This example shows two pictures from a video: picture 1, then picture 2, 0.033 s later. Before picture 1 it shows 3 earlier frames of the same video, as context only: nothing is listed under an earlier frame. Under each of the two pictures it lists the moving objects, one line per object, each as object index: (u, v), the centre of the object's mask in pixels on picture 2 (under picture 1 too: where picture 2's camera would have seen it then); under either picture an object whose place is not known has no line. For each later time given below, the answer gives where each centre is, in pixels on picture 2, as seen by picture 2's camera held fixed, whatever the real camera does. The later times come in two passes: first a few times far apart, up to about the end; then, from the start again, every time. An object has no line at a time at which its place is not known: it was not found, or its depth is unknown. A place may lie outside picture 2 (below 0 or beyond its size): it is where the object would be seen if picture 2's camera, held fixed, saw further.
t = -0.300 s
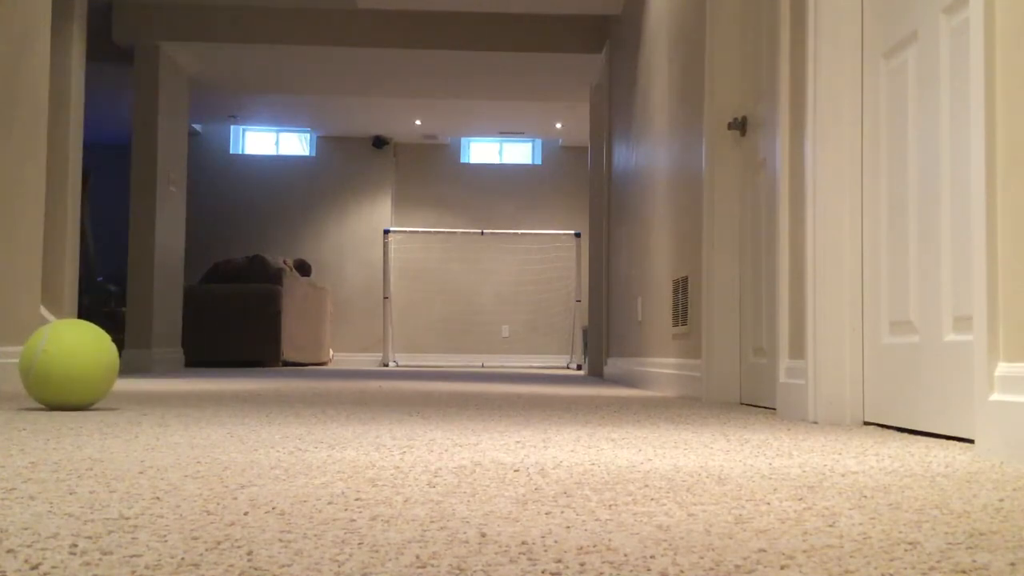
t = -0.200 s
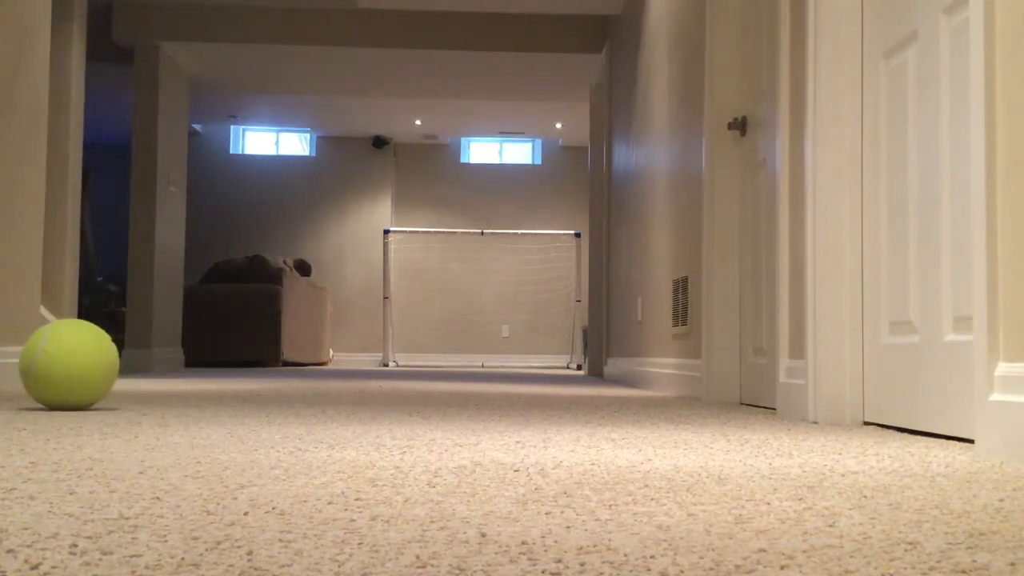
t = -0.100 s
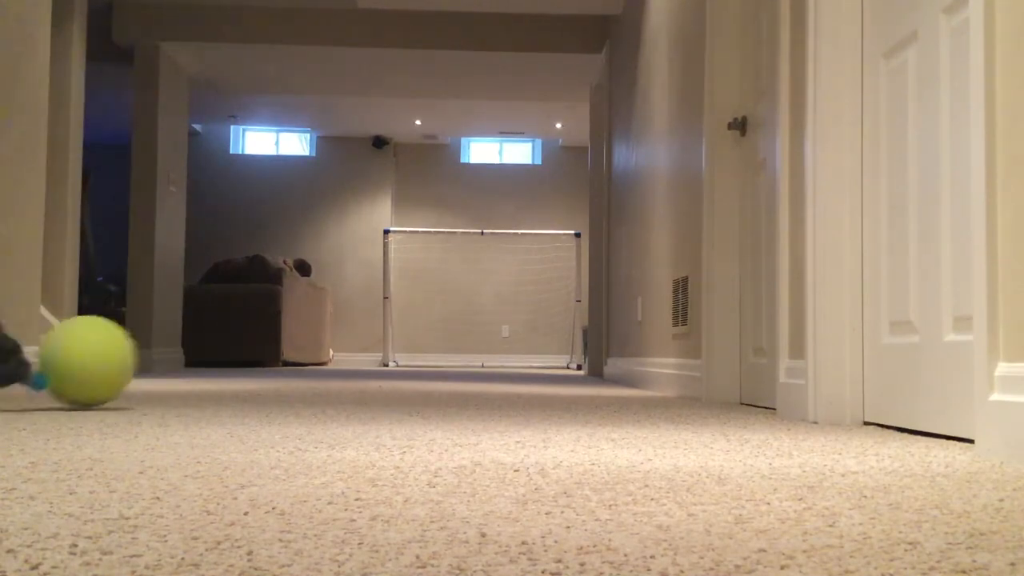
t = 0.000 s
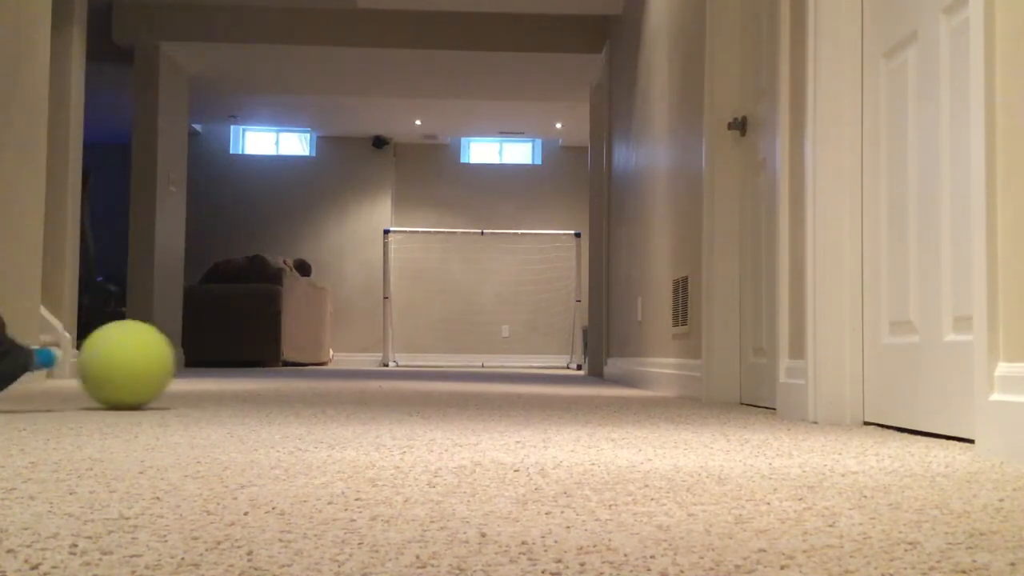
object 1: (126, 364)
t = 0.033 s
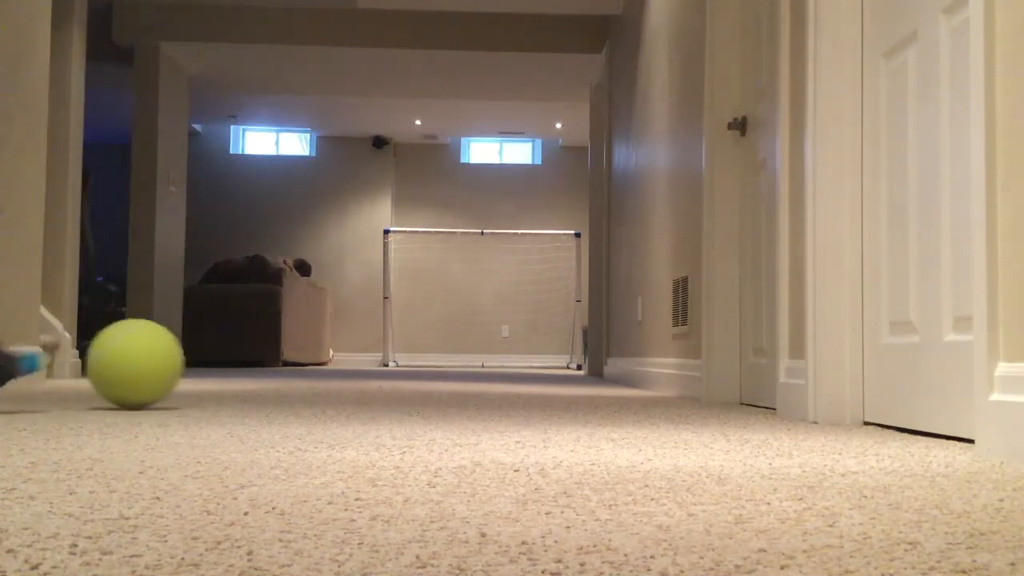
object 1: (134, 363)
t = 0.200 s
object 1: (182, 366)
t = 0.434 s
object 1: (244, 366)
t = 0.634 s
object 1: (294, 367)
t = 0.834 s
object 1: (341, 368)
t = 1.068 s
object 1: (391, 369)
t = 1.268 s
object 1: (430, 370)
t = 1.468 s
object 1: (467, 370)
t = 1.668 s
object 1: (500, 370)
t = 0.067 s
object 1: (143, 365)
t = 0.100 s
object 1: (153, 365)
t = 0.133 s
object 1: (162, 365)
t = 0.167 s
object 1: (172, 365)
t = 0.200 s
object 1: (182, 366)
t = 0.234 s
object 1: (191, 366)
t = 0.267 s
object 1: (200, 366)
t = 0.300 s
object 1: (209, 366)
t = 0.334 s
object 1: (218, 366)
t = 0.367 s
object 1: (227, 366)
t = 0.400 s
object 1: (236, 366)
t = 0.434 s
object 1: (244, 366)
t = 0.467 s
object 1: (253, 366)
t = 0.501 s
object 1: (261, 366)
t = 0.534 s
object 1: (270, 367)
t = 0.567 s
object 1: (278, 367)
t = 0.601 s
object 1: (287, 367)
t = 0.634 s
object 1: (294, 367)
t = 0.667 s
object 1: (303, 368)
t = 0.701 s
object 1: (310, 368)
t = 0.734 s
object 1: (318, 368)
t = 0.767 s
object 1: (326, 368)
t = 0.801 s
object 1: (334, 368)
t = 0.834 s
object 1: (341, 368)
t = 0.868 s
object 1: (349, 368)
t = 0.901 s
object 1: (356, 368)
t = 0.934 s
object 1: (363, 369)
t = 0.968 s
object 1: (370, 369)
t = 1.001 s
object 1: (378, 369)
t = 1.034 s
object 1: (384, 369)
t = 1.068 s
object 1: (391, 369)
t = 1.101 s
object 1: (398, 369)
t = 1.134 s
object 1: (404, 370)
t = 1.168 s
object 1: (411, 370)
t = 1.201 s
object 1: (417, 370)
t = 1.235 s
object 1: (424, 370)
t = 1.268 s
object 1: (430, 370)
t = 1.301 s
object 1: (437, 370)
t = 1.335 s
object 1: (443, 370)
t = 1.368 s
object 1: (449, 370)
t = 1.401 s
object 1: (455, 370)
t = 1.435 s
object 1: (461, 371)
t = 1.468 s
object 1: (467, 370)
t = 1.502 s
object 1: (472, 370)
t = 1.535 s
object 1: (478, 370)
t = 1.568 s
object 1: (483, 370)
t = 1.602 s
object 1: (489, 370)
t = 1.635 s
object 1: (495, 370)
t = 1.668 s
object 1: (500, 370)
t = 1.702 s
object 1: (506, 370)
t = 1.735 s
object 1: (511, 370)
